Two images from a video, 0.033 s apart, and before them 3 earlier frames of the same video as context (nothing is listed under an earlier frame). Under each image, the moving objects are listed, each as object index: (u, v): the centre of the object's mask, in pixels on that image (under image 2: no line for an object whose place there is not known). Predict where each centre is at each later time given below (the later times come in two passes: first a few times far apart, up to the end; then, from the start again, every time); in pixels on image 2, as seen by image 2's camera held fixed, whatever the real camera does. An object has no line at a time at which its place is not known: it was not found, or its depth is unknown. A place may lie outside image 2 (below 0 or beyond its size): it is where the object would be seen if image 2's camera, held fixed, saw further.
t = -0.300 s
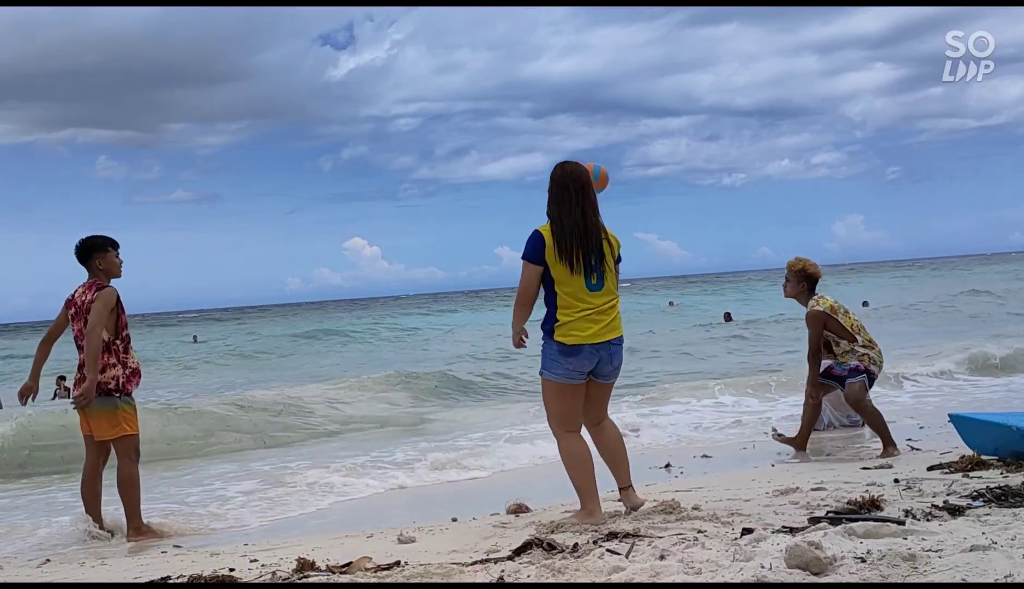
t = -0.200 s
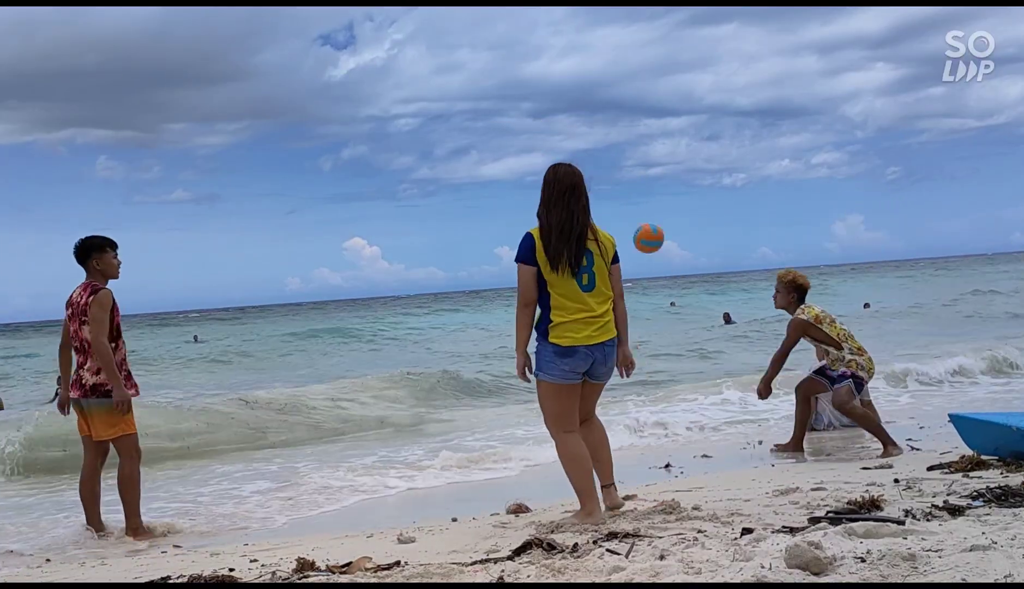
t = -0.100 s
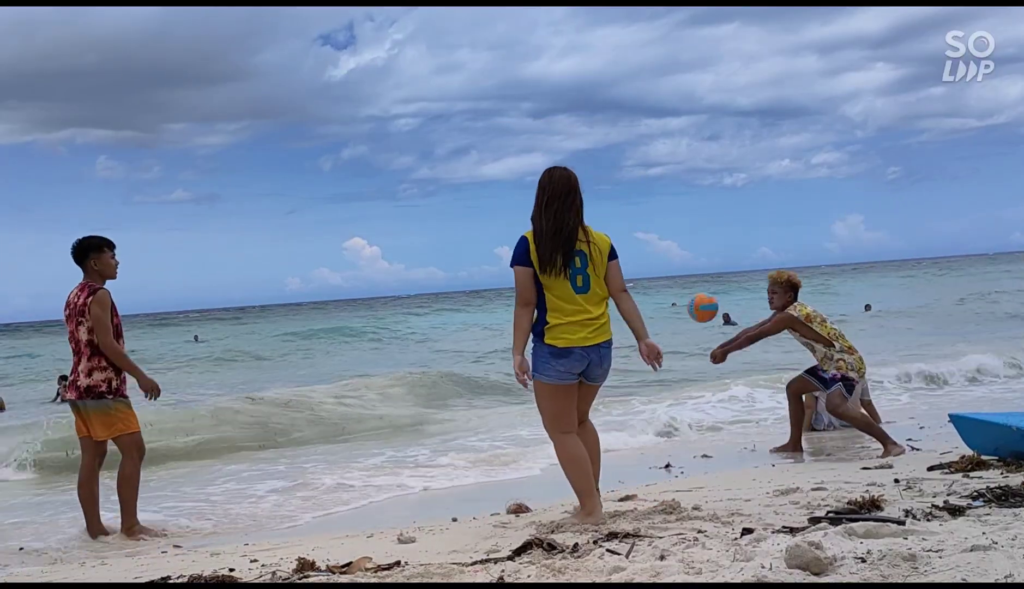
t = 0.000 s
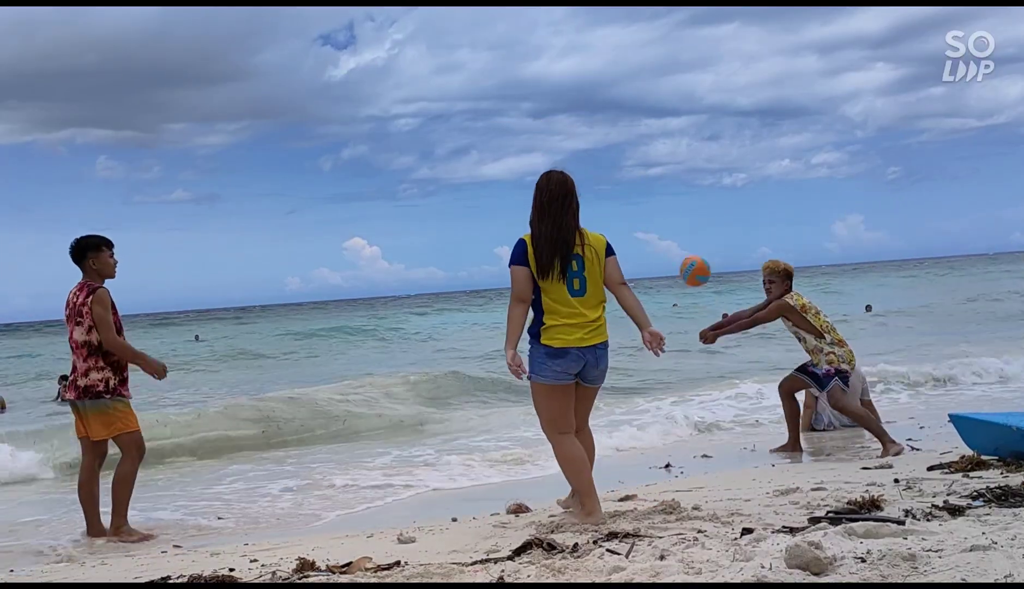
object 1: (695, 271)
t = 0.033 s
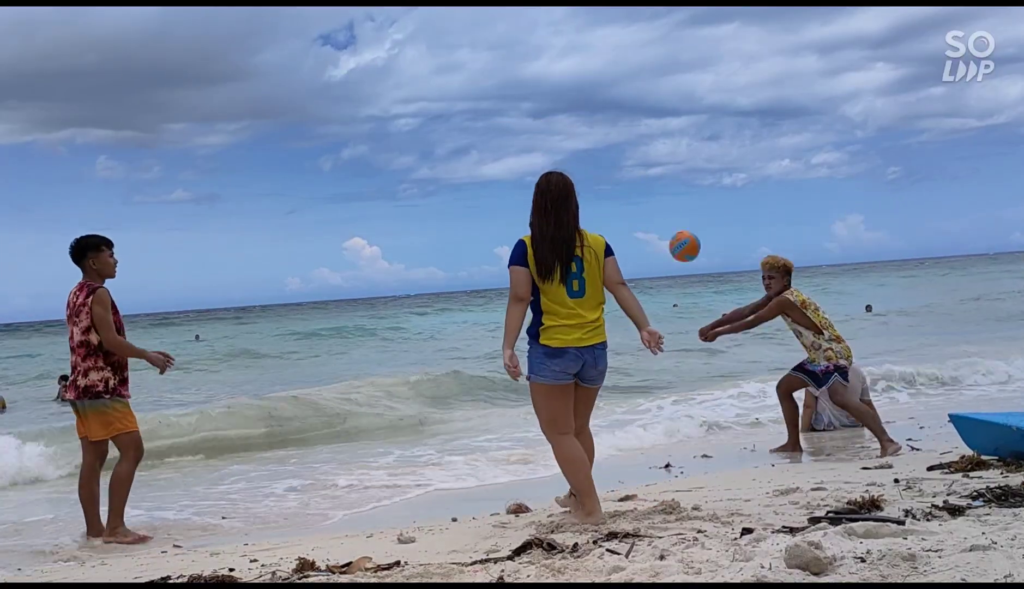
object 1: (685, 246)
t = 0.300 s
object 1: (606, 93)
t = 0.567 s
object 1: (532, 42)
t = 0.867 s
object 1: (458, 130)
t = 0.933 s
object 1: (445, 173)
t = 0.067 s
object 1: (674, 222)
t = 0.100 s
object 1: (664, 200)
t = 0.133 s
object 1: (654, 179)
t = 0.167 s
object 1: (644, 159)
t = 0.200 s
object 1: (634, 140)
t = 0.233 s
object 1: (625, 123)
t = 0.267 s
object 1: (615, 107)
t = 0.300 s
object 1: (606, 93)
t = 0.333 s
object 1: (596, 80)
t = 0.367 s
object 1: (587, 69)
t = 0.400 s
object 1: (577, 60)
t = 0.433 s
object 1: (568, 53)
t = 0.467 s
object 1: (559, 48)
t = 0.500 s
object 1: (550, 44)
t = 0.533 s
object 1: (541, 42)
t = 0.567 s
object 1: (532, 42)
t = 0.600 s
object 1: (524, 44)
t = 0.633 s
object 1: (515, 47)
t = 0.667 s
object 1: (506, 53)
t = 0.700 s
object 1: (498, 61)
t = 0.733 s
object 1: (489, 70)
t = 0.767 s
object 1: (481, 81)
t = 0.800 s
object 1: (473, 96)
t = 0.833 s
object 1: (466, 111)
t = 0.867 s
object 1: (458, 130)
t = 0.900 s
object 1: (451, 150)
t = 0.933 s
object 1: (445, 173)
